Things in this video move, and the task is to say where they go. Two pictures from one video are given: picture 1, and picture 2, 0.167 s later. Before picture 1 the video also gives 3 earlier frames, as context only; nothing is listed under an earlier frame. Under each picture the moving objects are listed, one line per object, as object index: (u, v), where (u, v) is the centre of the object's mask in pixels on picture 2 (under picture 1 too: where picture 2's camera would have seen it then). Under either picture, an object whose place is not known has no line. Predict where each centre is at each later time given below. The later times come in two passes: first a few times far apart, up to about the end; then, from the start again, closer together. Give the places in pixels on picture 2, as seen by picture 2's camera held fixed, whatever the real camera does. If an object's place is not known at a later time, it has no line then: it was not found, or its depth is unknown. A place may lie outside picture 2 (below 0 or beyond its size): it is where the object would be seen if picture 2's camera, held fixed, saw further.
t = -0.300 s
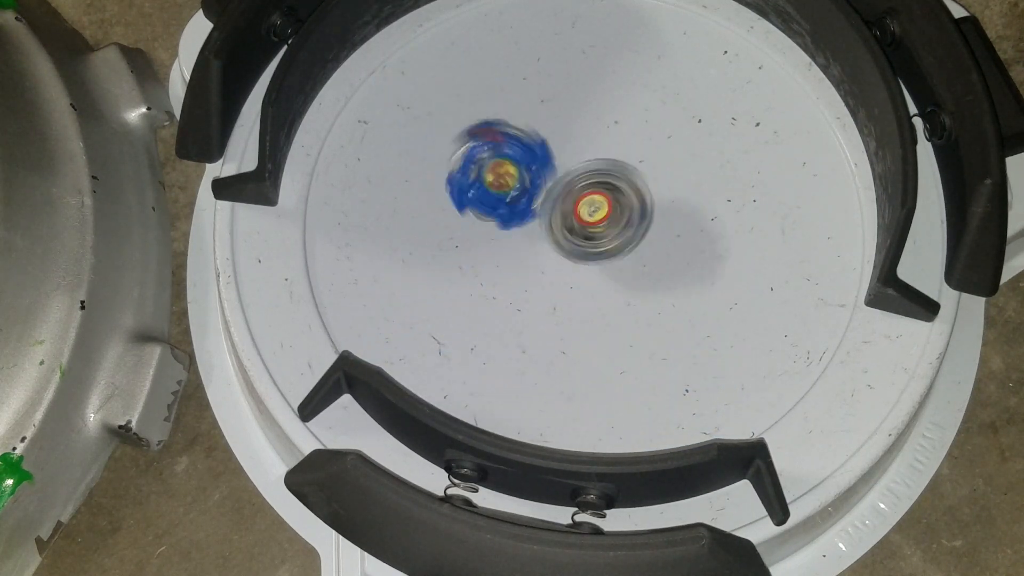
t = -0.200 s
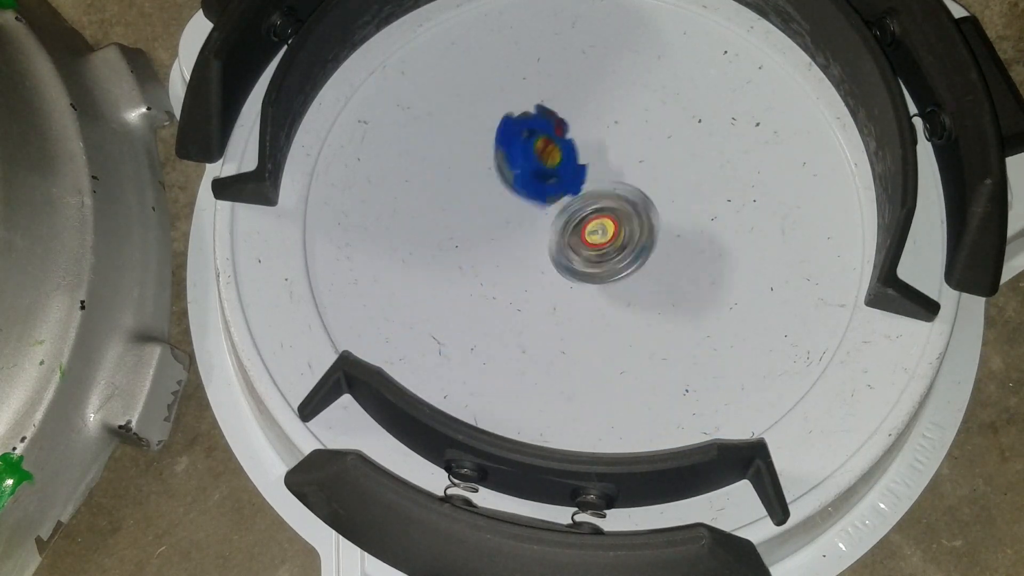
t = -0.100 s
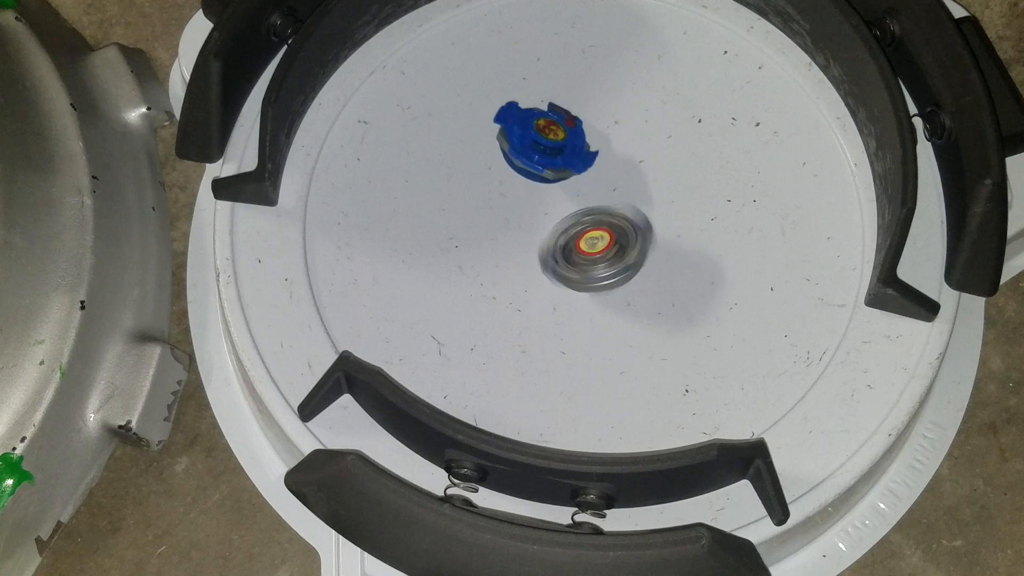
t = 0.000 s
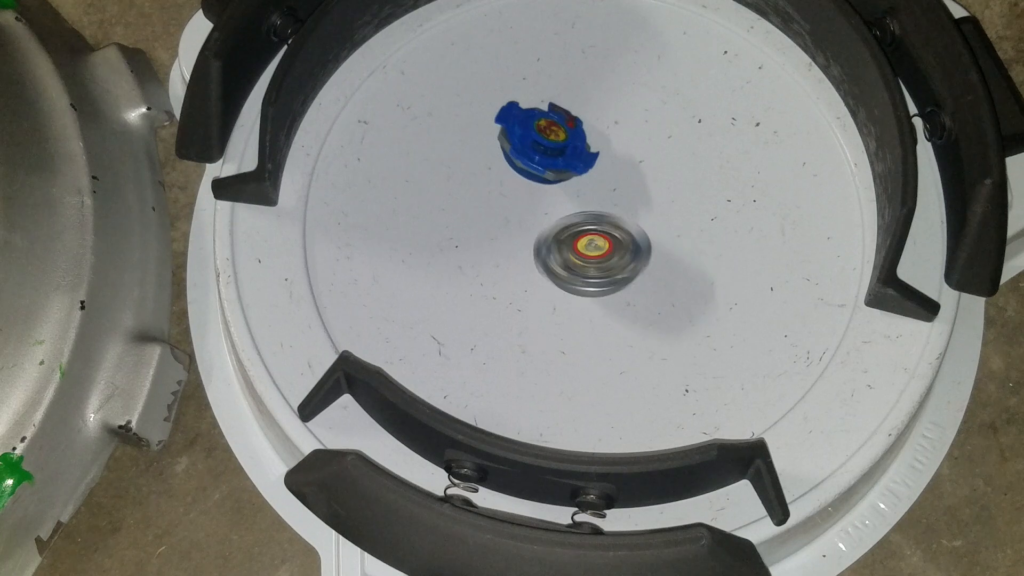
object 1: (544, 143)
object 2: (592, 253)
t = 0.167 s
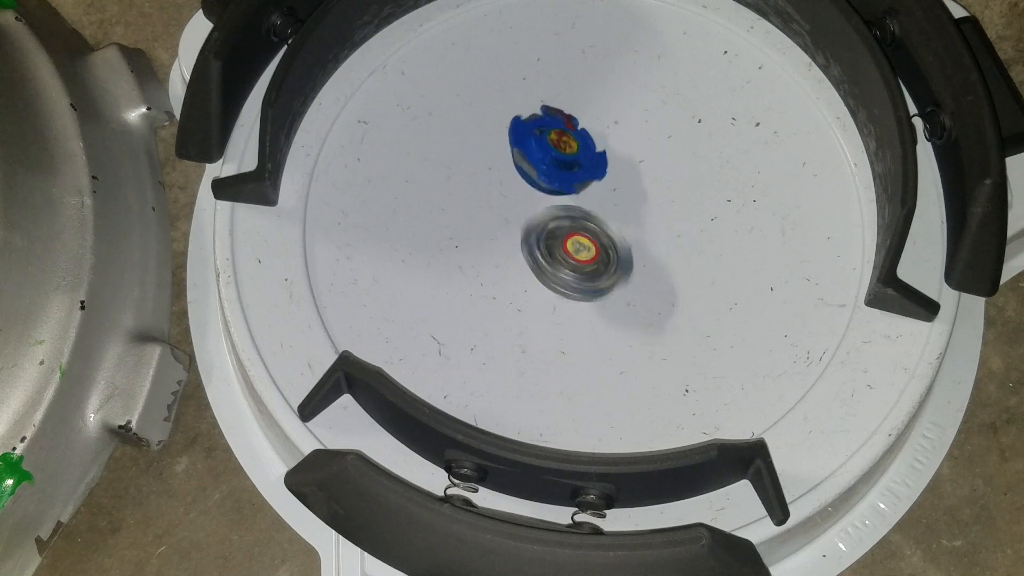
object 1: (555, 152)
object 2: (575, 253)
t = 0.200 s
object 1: (555, 153)
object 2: (575, 252)
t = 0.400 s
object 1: (561, 157)
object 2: (572, 256)
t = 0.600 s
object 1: (577, 160)
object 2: (576, 249)
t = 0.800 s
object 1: (595, 165)
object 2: (576, 265)
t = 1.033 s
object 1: (595, 185)
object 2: (576, 281)
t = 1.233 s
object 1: (595, 184)
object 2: (550, 252)
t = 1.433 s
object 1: (594, 186)
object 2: (532, 244)
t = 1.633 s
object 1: (592, 189)
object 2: (543, 253)
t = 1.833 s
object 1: (592, 188)
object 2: (543, 253)
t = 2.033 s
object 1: (590, 190)
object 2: (539, 250)
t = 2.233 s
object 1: (591, 189)
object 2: (542, 252)
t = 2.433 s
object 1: (592, 188)
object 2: (545, 255)
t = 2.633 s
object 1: (592, 188)
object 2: (546, 256)
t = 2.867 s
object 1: (592, 188)
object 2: (546, 256)
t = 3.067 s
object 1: (592, 188)
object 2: (546, 256)
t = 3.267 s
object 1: (592, 188)
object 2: (546, 256)
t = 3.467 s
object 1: (592, 188)
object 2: (546, 256)
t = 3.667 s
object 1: (592, 188)
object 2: (546, 256)
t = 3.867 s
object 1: (592, 188)
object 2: (546, 256)
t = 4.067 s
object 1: (592, 188)
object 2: (546, 256)
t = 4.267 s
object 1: (592, 188)
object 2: (546, 256)
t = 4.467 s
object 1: (592, 188)
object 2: (546, 256)
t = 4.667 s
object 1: (592, 188)
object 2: (546, 256)
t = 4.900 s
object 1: (592, 188)
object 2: (546, 256)
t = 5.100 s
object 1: (592, 188)
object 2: (546, 256)
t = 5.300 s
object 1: (592, 188)
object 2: (546, 256)
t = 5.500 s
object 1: (592, 188)
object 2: (546, 256)
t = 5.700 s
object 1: (592, 188)
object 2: (546, 256)
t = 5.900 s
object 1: (592, 188)
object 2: (546, 256)
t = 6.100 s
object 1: (592, 188)
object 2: (546, 256)
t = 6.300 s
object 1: (592, 188)
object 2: (546, 256)
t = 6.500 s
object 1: (592, 188)
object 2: (546, 256)
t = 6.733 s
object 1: (592, 188)
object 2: (546, 256)
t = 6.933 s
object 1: (592, 188)
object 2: (546, 256)
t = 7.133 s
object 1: (592, 188)
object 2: (546, 256)
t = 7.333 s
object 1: (592, 188)
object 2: (546, 256)
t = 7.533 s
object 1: (592, 188)
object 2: (546, 256)
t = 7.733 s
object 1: (592, 188)
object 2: (546, 256)
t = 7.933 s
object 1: (592, 188)
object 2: (546, 256)
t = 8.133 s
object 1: (592, 188)
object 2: (546, 256)
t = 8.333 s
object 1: (592, 188)
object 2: (546, 256)
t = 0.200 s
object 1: (555, 153)
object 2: (575, 252)
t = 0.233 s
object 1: (556, 154)
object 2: (576, 251)
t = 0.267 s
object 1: (558, 155)
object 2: (575, 250)
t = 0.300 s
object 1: (561, 152)
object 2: (571, 251)
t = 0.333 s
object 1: (562, 153)
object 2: (570, 252)
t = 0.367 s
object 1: (561, 156)
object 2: (571, 252)
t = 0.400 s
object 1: (561, 157)
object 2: (572, 256)
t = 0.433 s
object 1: (562, 157)
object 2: (574, 254)
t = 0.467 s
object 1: (564, 157)
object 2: (572, 256)
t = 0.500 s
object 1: (567, 158)
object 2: (570, 255)
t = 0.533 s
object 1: (570, 159)
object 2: (572, 251)
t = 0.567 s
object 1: (573, 160)
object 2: (576, 249)
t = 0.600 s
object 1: (577, 160)
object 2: (576, 249)
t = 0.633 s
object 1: (580, 162)
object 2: (574, 248)
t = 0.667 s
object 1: (582, 165)
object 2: (574, 248)
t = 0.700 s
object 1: (586, 164)
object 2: (572, 251)
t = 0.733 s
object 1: (589, 166)
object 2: (572, 253)
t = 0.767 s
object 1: (593, 164)
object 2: (574, 259)
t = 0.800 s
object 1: (595, 165)
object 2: (576, 265)
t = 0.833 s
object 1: (596, 167)
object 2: (579, 273)
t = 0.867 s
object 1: (597, 170)
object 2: (579, 280)
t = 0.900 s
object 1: (598, 174)
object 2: (580, 280)
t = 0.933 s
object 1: (597, 179)
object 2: (581, 279)
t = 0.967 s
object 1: (597, 181)
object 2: (582, 283)
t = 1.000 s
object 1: (596, 183)
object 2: (580, 285)
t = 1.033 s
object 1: (595, 185)
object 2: (576, 281)
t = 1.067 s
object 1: (593, 187)
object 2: (572, 277)
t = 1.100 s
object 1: (594, 186)
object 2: (568, 272)
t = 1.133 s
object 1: (594, 185)
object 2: (563, 266)
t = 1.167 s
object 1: (595, 184)
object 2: (558, 261)
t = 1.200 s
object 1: (595, 184)
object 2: (555, 256)
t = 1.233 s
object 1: (595, 184)
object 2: (550, 252)
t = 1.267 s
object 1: (594, 185)
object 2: (543, 250)
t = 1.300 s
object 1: (594, 185)
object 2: (539, 248)
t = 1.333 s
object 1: (595, 185)
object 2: (536, 246)
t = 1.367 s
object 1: (595, 185)
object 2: (534, 245)
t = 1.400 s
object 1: (594, 185)
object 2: (533, 245)
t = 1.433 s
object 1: (594, 186)
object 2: (532, 244)
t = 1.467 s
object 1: (593, 187)
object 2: (533, 245)
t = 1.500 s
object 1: (591, 189)
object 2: (534, 246)
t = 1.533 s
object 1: (590, 190)
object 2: (536, 247)
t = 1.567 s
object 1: (590, 190)
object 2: (539, 249)
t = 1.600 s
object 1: (591, 189)
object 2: (541, 251)
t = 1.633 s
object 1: (592, 189)
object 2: (543, 253)
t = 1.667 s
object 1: (592, 188)
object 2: (545, 255)
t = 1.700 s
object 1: (593, 187)
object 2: (546, 256)
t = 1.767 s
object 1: (592, 188)
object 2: (545, 255)
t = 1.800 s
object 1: (592, 188)
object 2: (544, 254)
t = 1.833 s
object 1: (592, 188)
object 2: (543, 253)
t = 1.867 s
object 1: (591, 189)
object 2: (542, 252)
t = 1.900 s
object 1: (591, 189)
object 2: (541, 251)
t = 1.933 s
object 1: (590, 189)
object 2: (540, 250)
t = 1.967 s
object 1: (590, 189)
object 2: (539, 250)
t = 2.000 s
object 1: (590, 190)
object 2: (539, 250)
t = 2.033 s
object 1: (590, 190)
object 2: (539, 250)
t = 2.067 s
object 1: (591, 189)
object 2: (540, 250)
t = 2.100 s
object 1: (591, 189)
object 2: (540, 250)
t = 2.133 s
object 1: (591, 189)
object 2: (541, 251)
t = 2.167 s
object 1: (591, 189)
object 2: (541, 251)
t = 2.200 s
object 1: (591, 189)
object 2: (542, 252)
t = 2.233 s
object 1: (591, 189)
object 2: (542, 252)
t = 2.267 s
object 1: (592, 188)
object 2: (543, 253)
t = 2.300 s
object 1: (592, 188)
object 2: (544, 253)
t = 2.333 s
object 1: (592, 188)
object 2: (544, 254)
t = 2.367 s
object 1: (592, 188)
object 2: (545, 255)
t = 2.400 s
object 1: (592, 188)
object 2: (545, 255)
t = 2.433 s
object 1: (592, 188)
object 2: (545, 255)
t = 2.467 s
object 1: (592, 188)
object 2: (546, 256)
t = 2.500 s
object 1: (592, 188)
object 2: (546, 256)
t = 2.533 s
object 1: (592, 188)
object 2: (546, 256)
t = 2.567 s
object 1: (592, 188)
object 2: (546, 256)
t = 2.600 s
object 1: (592, 188)
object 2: (546, 256)
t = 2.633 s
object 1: (592, 188)
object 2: (546, 256)
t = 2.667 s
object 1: (592, 188)
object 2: (546, 256)
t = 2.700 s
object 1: (592, 188)
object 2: (546, 256)
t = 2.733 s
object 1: (592, 188)
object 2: (546, 256)
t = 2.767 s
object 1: (592, 188)
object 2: (546, 256)
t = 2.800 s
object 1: (592, 188)
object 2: (546, 256)
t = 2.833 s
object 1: (592, 188)
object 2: (546, 256)
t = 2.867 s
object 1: (592, 188)
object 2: (546, 256)
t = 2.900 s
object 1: (592, 188)
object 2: (546, 256)
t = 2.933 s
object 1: (592, 188)
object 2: (546, 256)
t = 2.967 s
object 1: (592, 188)
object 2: (546, 256)
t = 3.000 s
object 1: (592, 188)
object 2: (546, 256)
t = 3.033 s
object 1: (592, 188)
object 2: (546, 256)
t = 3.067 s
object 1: (592, 188)
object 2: (546, 256)
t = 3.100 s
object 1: (592, 188)
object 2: (546, 256)
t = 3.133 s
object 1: (592, 188)
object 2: (546, 256)
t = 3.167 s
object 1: (592, 188)
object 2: (546, 256)
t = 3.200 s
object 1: (592, 188)
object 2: (546, 256)
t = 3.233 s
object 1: (592, 188)
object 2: (546, 256)
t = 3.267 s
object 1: (592, 188)
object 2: (546, 256)
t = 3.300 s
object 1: (592, 188)
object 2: (546, 256)
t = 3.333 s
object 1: (592, 188)
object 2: (546, 256)
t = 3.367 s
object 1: (592, 188)
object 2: (546, 256)
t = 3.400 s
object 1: (592, 188)
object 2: (546, 256)
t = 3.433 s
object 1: (592, 188)
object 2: (546, 256)
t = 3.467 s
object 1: (592, 188)
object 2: (546, 256)
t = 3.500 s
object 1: (592, 188)
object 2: (546, 256)
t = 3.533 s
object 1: (592, 188)
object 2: (546, 256)
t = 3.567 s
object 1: (592, 188)
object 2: (546, 256)
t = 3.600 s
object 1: (592, 188)
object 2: (546, 256)
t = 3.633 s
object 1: (592, 188)
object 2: (546, 256)
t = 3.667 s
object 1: (592, 188)
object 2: (546, 256)
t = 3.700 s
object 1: (592, 188)
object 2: (546, 256)
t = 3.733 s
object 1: (592, 188)
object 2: (546, 256)
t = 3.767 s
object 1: (592, 188)
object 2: (546, 256)
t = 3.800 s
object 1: (592, 188)
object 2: (546, 256)
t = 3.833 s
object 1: (592, 188)
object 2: (546, 256)
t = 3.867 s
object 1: (592, 188)
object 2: (546, 256)
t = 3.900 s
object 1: (592, 188)
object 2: (546, 256)
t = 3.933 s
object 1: (592, 188)
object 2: (546, 256)
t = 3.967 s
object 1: (592, 188)
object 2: (546, 256)
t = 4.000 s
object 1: (592, 188)
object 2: (546, 256)
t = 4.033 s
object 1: (592, 188)
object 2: (546, 256)
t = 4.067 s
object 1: (592, 188)
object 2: (546, 256)
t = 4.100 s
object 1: (592, 188)
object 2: (546, 256)
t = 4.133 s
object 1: (592, 188)
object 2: (546, 256)
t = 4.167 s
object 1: (592, 188)
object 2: (546, 256)
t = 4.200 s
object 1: (592, 188)
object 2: (546, 256)
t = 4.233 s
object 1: (592, 188)
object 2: (546, 256)
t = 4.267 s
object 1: (592, 188)
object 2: (546, 256)
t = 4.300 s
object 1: (592, 188)
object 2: (546, 256)
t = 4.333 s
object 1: (592, 188)
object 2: (546, 256)
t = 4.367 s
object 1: (592, 188)
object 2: (546, 256)
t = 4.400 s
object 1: (592, 188)
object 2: (546, 256)
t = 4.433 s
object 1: (592, 188)
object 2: (546, 256)
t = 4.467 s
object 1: (592, 188)
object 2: (546, 256)
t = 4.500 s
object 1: (592, 188)
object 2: (546, 256)
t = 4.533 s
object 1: (592, 188)
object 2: (546, 256)
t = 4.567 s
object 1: (592, 188)
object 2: (546, 256)
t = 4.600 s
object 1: (592, 188)
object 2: (546, 256)
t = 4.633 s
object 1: (592, 188)
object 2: (546, 256)
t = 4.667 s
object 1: (592, 188)
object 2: (546, 256)
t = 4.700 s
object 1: (592, 188)
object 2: (546, 256)
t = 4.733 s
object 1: (592, 188)
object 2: (546, 256)
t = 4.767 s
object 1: (592, 188)
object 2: (546, 256)
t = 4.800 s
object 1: (592, 188)
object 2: (546, 256)
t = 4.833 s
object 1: (592, 188)
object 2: (546, 256)
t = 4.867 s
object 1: (592, 188)
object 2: (546, 256)
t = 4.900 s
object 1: (592, 188)
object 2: (546, 256)
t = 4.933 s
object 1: (592, 188)
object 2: (546, 256)
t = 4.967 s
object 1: (592, 188)
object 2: (546, 256)
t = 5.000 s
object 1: (592, 188)
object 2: (546, 256)
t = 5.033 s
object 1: (592, 188)
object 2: (546, 256)
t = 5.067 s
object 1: (592, 188)
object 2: (546, 256)
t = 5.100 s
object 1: (592, 188)
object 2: (546, 256)
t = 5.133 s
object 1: (592, 188)
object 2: (546, 256)
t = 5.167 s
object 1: (592, 188)
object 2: (546, 256)
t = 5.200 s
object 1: (592, 188)
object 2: (546, 256)
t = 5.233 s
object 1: (592, 188)
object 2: (546, 256)
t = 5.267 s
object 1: (592, 188)
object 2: (546, 256)
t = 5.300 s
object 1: (592, 188)
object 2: (546, 256)
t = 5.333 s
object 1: (592, 188)
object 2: (546, 256)
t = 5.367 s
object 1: (592, 188)
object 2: (546, 256)
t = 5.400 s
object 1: (592, 188)
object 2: (546, 256)
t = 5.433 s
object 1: (592, 188)
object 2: (546, 256)
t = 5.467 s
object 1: (592, 188)
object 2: (546, 256)
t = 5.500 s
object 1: (592, 188)
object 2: (546, 256)
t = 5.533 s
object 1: (592, 188)
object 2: (546, 256)
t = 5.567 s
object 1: (592, 188)
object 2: (546, 256)
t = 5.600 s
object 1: (592, 188)
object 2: (546, 256)
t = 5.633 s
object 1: (592, 188)
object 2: (546, 256)
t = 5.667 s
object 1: (592, 188)
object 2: (546, 256)
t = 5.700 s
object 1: (592, 188)
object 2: (546, 256)
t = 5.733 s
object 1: (592, 188)
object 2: (546, 256)
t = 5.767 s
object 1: (592, 188)
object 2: (546, 256)
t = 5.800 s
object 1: (592, 188)
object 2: (546, 256)
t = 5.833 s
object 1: (592, 188)
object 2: (546, 256)
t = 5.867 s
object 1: (592, 188)
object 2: (546, 256)
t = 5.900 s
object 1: (592, 188)
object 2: (546, 256)
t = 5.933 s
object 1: (592, 188)
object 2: (546, 256)
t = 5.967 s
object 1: (592, 188)
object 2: (546, 256)
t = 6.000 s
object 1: (592, 188)
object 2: (546, 256)
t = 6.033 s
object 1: (592, 188)
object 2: (546, 256)
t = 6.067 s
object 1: (592, 188)
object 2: (546, 256)
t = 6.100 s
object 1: (592, 188)
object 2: (546, 256)
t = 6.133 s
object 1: (592, 188)
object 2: (546, 256)
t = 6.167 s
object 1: (592, 188)
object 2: (546, 256)
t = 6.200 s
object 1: (592, 188)
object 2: (546, 256)
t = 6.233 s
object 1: (592, 188)
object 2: (546, 256)
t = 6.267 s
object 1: (592, 188)
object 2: (546, 256)
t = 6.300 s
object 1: (592, 188)
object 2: (546, 256)
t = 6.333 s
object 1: (592, 188)
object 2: (546, 256)
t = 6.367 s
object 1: (592, 188)
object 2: (546, 256)
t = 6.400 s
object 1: (592, 188)
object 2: (546, 256)
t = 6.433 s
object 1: (592, 188)
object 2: (546, 256)
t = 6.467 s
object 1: (592, 188)
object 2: (546, 256)
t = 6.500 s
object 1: (592, 188)
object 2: (546, 256)
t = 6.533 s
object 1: (592, 188)
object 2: (546, 256)
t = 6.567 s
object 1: (592, 188)
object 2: (546, 256)
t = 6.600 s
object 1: (592, 188)
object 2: (546, 256)
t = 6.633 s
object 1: (592, 188)
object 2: (546, 256)
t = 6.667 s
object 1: (592, 188)
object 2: (546, 256)
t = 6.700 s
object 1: (592, 188)
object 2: (546, 256)
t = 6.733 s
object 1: (592, 188)
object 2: (546, 256)
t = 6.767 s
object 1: (592, 188)
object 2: (546, 256)
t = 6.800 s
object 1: (592, 188)
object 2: (546, 256)
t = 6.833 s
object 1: (592, 188)
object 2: (546, 256)
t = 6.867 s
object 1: (592, 188)
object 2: (546, 256)
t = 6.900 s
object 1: (592, 188)
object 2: (546, 256)
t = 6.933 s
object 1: (592, 188)
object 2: (546, 256)
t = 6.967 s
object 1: (592, 188)
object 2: (546, 256)
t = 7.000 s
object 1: (592, 188)
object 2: (546, 256)
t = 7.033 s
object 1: (592, 188)
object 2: (546, 256)
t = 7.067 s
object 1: (592, 188)
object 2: (546, 256)
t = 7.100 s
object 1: (592, 188)
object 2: (546, 256)
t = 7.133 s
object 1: (592, 188)
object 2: (546, 256)
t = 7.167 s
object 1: (592, 188)
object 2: (546, 256)
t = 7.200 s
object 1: (592, 188)
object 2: (546, 256)
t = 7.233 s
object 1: (592, 188)
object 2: (546, 256)
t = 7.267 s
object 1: (592, 188)
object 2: (546, 256)
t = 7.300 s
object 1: (592, 188)
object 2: (546, 256)
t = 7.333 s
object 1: (592, 188)
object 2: (546, 256)
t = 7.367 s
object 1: (592, 188)
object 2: (546, 256)
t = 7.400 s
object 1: (592, 188)
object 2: (546, 256)
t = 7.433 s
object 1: (592, 188)
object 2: (546, 256)
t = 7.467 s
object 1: (592, 188)
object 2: (546, 256)
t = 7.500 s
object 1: (592, 188)
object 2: (546, 256)
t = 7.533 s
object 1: (592, 188)
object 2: (546, 256)
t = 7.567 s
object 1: (592, 188)
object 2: (546, 256)
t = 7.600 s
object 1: (592, 188)
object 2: (546, 256)
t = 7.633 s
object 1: (592, 188)
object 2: (546, 256)
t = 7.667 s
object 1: (592, 188)
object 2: (546, 256)
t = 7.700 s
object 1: (592, 188)
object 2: (546, 256)
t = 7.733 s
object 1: (592, 188)
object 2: (546, 256)
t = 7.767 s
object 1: (592, 188)
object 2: (546, 256)
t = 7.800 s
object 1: (592, 188)
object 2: (546, 256)
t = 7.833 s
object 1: (592, 188)
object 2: (546, 256)
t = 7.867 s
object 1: (592, 188)
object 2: (546, 256)
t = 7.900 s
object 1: (592, 188)
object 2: (546, 256)
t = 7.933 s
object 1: (592, 188)
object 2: (546, 256)
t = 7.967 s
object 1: (592, 188)
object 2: (546, 256)
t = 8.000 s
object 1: (592, 188)
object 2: (546, 256)
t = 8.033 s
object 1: (592, 188)
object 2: (546, 256)
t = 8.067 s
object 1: (592, 188)
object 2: (546, 256)
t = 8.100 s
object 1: (592, 188)
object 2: (546, 256)
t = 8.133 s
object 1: (592, 188)
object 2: (546, 256)
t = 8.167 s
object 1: (592, 188)
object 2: (546, 256)
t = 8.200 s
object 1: (592, 188)
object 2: (546, 256)
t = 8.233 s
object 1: (592, 188)
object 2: (546, 256)
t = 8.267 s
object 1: (592, 188)
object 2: (546, 256)
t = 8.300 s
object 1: (592, 188)
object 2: (546, 256)
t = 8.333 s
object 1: (592, 188)
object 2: (546, 256)
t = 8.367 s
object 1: (592, 188)
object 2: (546, 256)
